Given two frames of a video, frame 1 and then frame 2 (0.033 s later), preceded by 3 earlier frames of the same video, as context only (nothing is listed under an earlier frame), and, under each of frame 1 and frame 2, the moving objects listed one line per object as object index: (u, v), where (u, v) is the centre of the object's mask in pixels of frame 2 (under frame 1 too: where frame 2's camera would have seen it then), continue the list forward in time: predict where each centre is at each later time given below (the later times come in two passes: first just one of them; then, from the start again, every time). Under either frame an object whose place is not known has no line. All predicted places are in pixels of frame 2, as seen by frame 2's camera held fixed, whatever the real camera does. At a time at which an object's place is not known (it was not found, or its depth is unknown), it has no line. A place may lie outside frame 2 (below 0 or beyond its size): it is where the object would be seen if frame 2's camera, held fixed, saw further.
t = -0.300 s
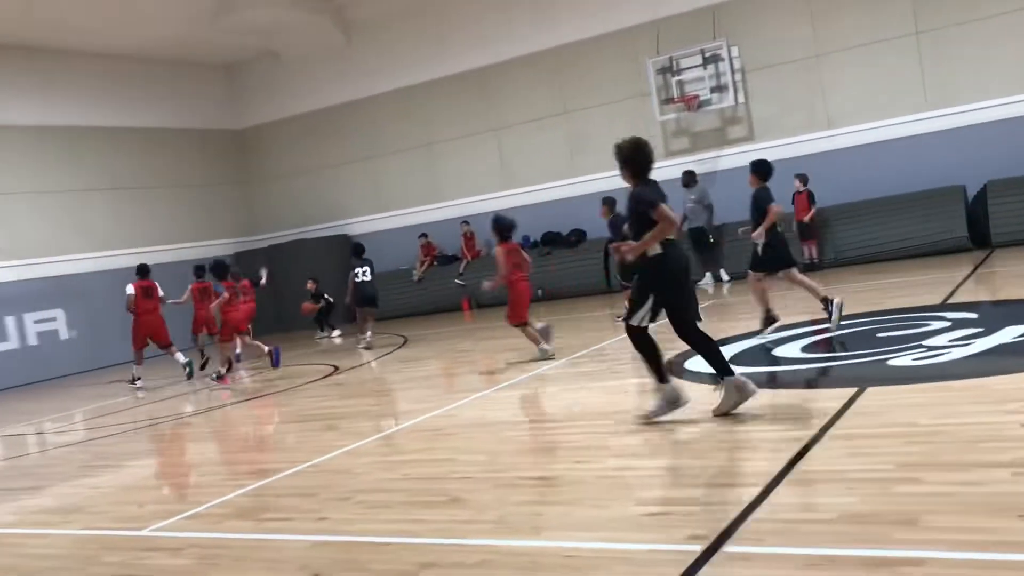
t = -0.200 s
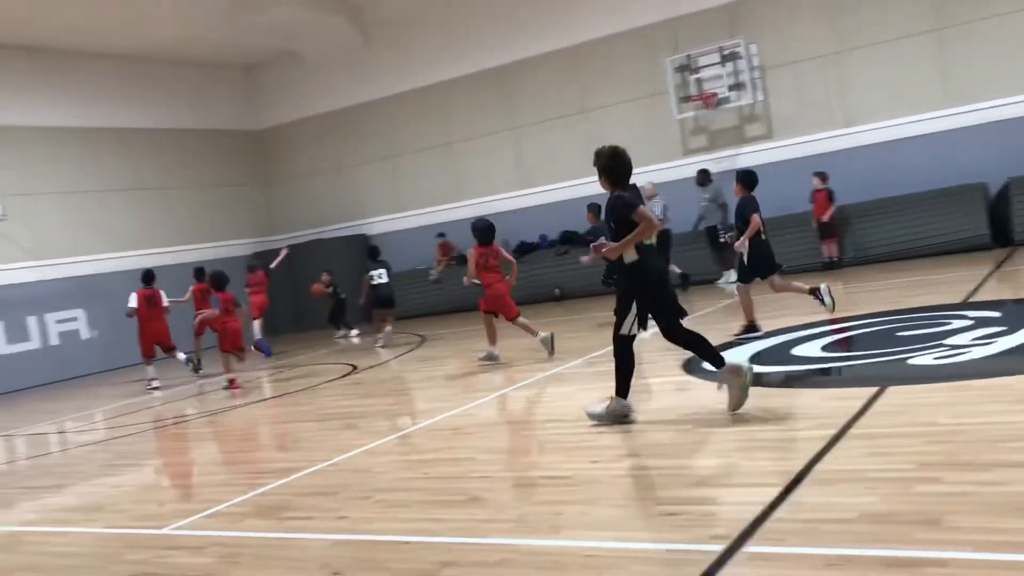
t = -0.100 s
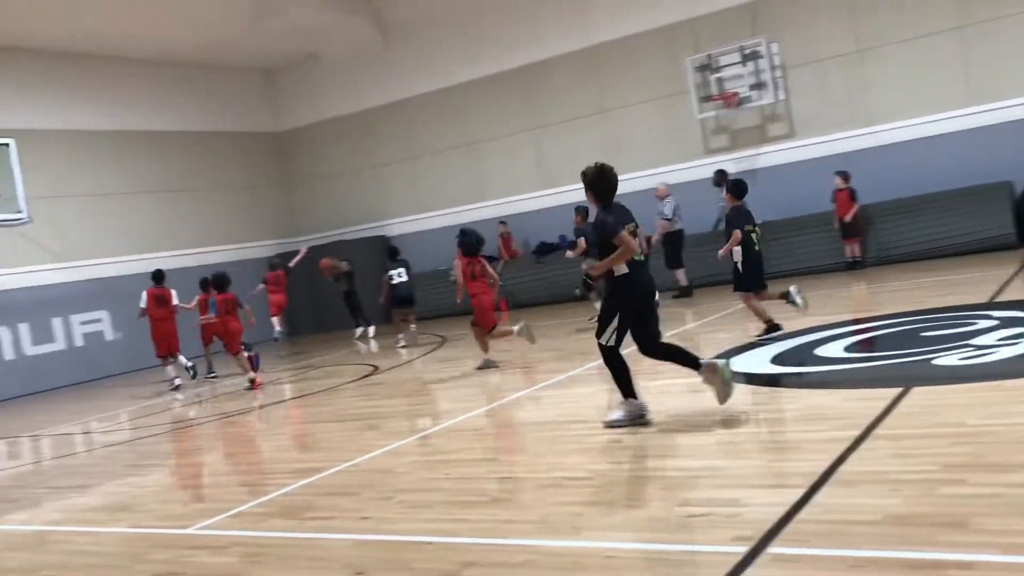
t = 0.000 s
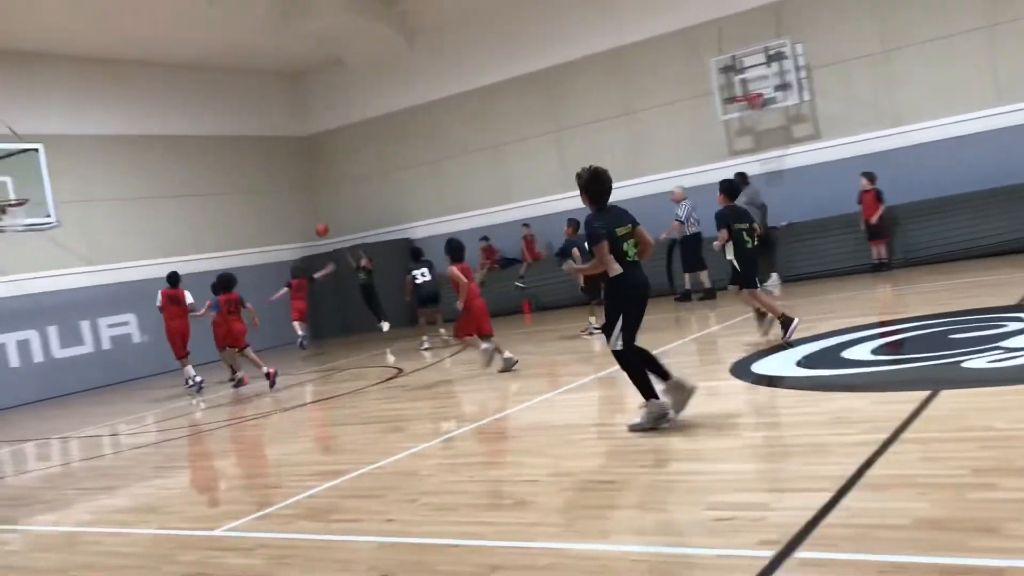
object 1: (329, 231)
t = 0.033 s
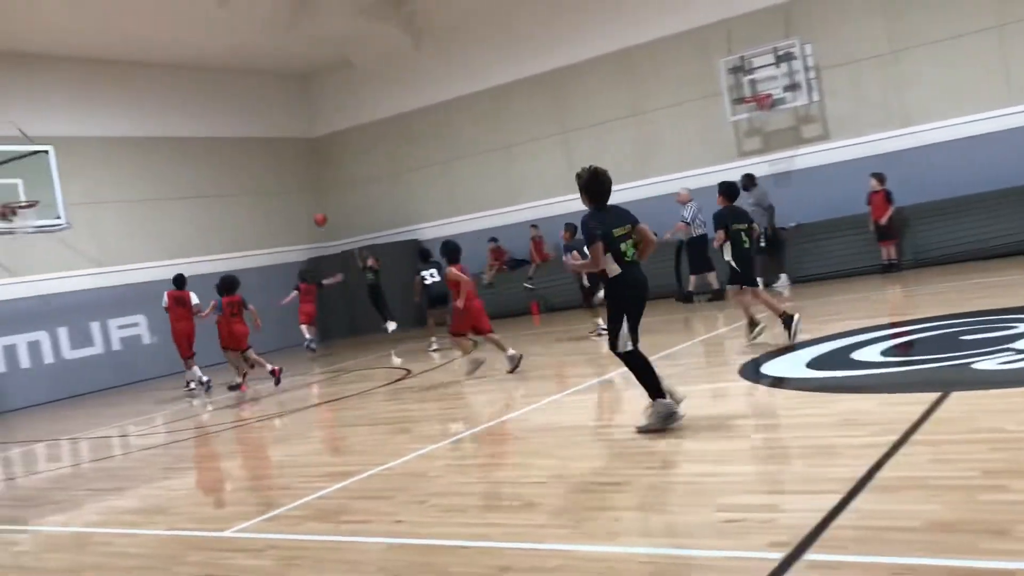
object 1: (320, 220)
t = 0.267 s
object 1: (256, 153)
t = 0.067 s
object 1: (311, 209)
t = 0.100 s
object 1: (302, 198)
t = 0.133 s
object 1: (293, 188)
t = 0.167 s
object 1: (284, 179)
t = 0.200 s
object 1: (274, 169)
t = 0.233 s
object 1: (265, 160)
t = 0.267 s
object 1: (256, 153)
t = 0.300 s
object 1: (247, 145)
